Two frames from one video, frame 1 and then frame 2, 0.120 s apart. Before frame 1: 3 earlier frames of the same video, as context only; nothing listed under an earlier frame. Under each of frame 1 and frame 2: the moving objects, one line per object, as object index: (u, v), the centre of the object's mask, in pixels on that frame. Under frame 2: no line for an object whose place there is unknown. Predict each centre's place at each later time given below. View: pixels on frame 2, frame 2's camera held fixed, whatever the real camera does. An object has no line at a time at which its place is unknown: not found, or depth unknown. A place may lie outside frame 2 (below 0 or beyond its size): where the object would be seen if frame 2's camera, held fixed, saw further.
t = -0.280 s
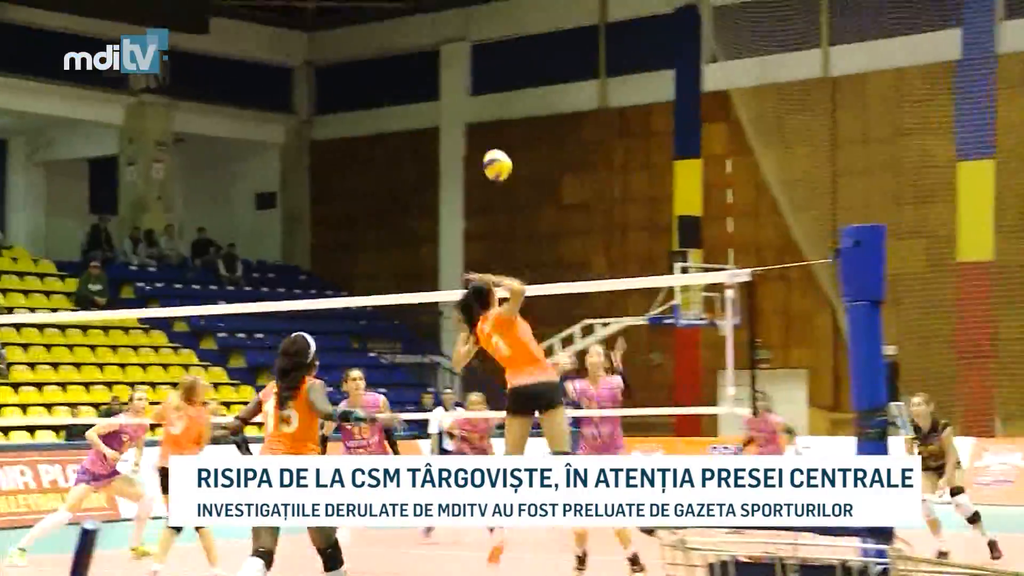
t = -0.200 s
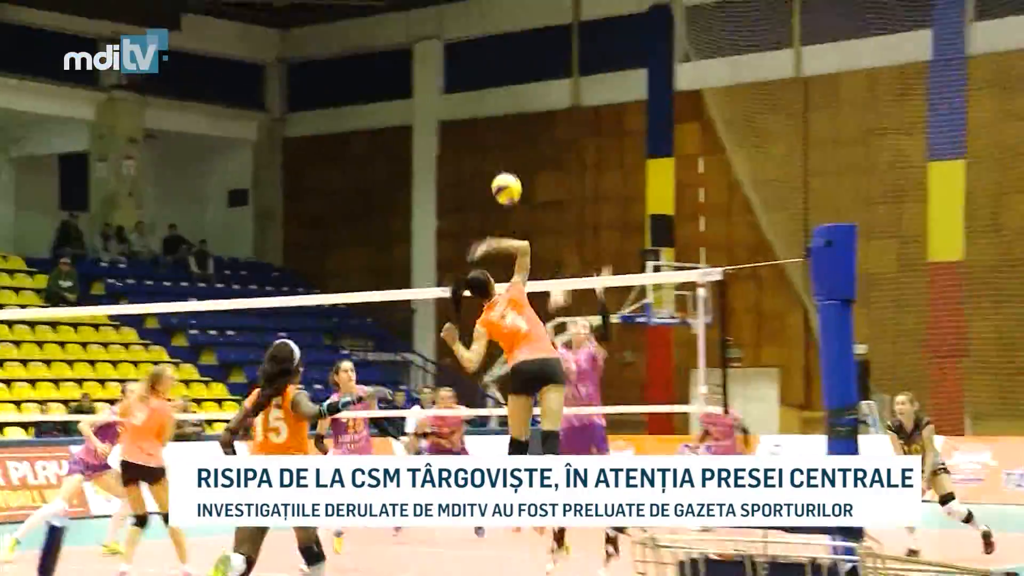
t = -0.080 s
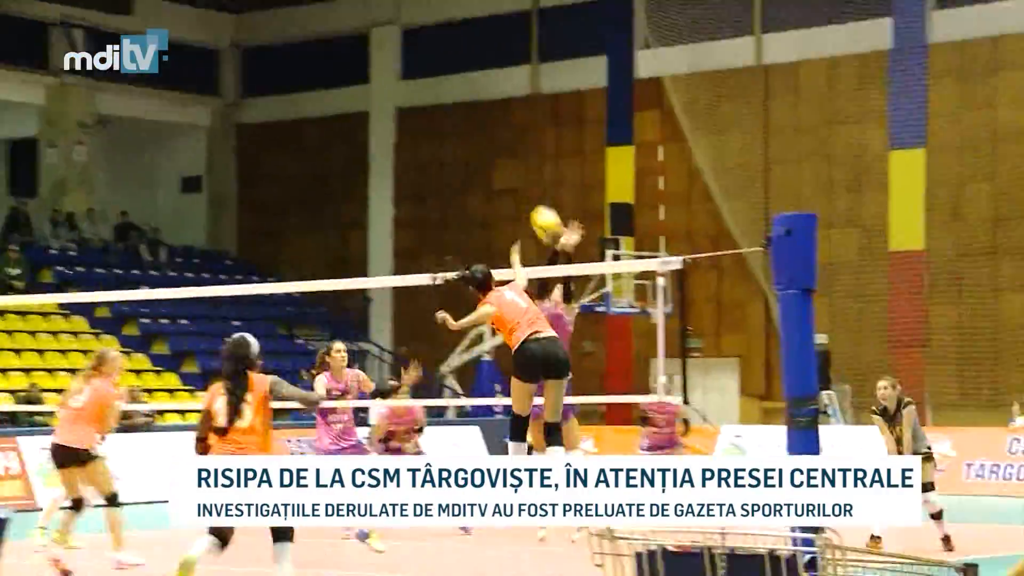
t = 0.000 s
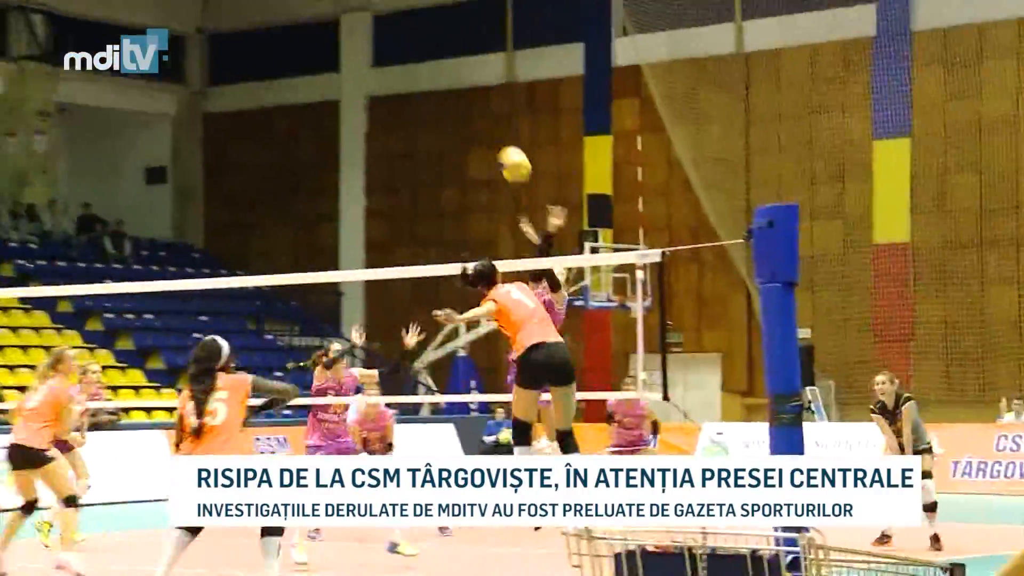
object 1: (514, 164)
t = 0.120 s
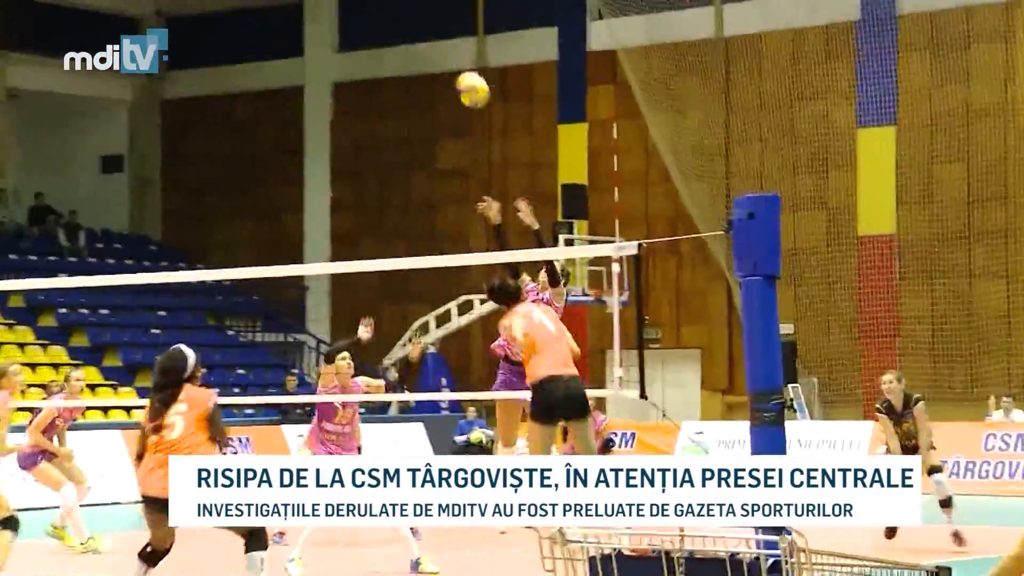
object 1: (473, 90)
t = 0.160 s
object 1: (469, 75)
